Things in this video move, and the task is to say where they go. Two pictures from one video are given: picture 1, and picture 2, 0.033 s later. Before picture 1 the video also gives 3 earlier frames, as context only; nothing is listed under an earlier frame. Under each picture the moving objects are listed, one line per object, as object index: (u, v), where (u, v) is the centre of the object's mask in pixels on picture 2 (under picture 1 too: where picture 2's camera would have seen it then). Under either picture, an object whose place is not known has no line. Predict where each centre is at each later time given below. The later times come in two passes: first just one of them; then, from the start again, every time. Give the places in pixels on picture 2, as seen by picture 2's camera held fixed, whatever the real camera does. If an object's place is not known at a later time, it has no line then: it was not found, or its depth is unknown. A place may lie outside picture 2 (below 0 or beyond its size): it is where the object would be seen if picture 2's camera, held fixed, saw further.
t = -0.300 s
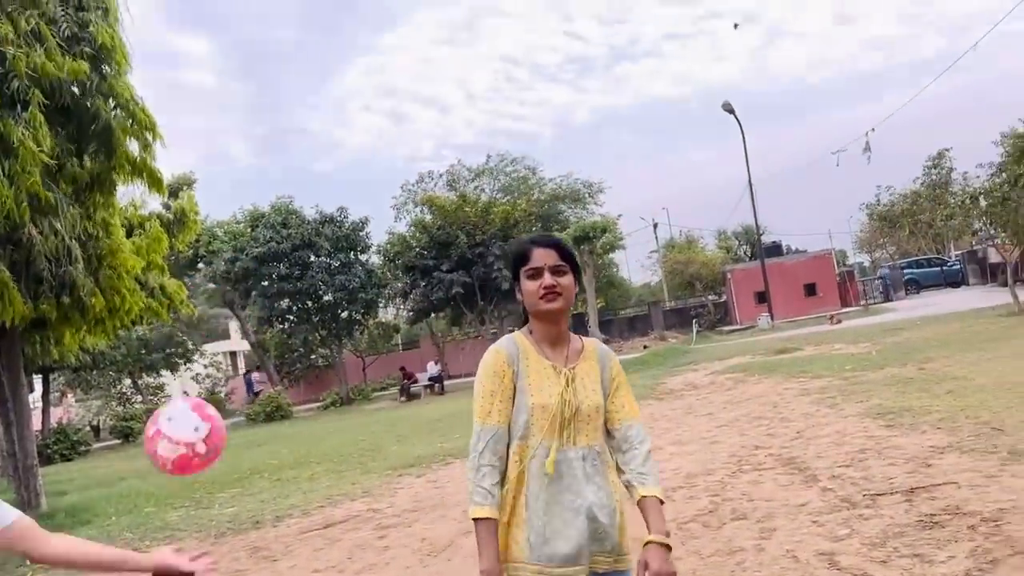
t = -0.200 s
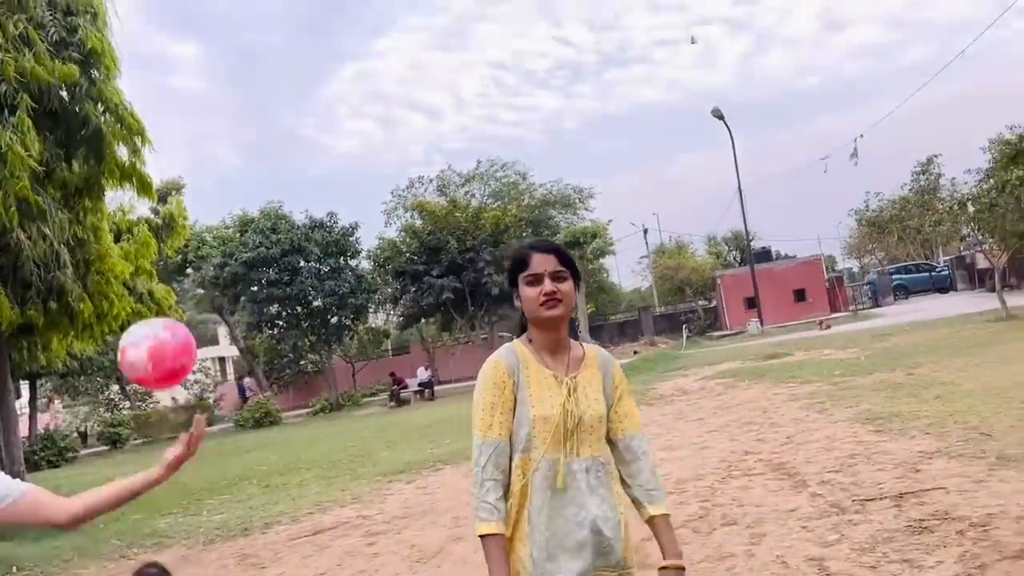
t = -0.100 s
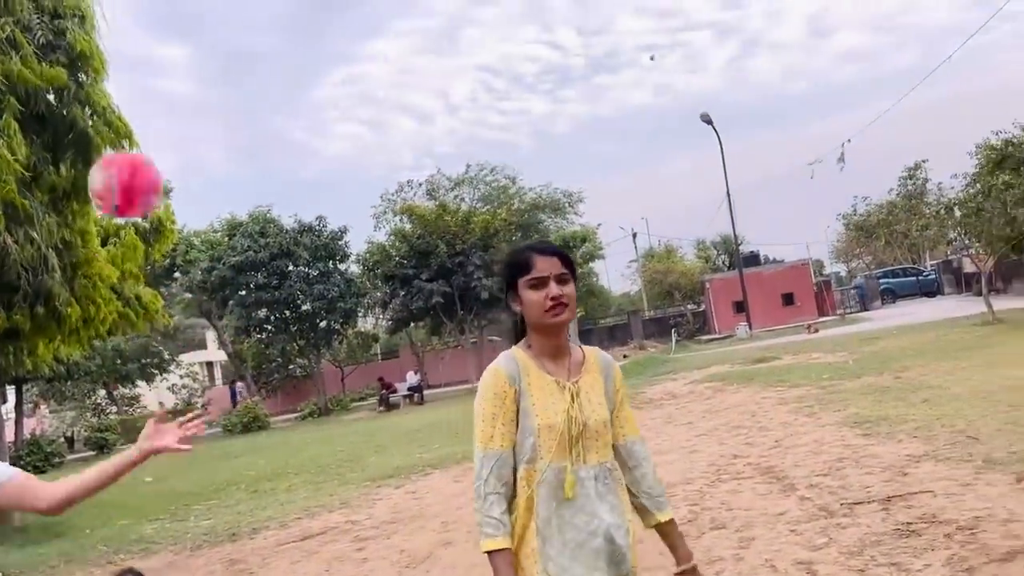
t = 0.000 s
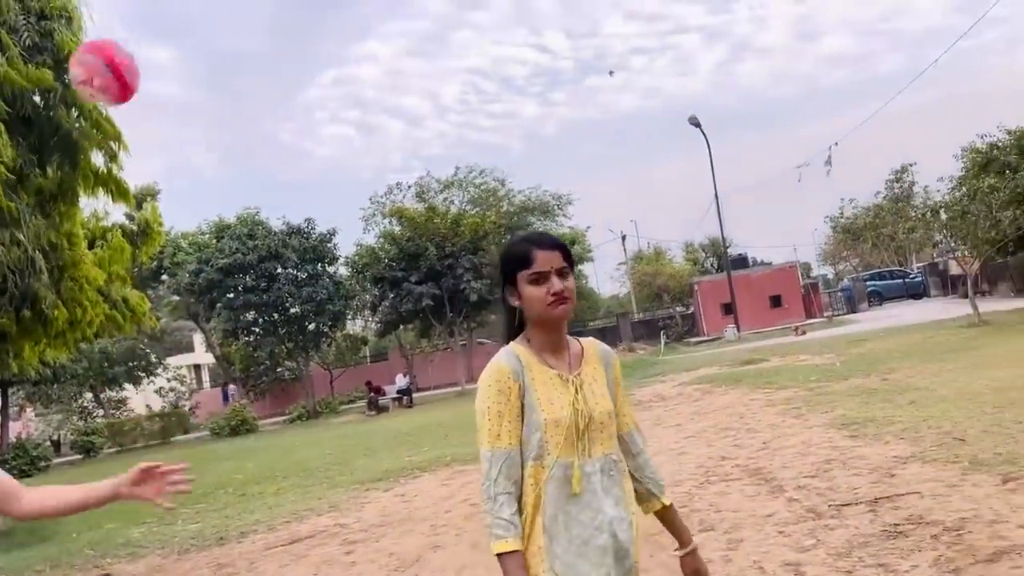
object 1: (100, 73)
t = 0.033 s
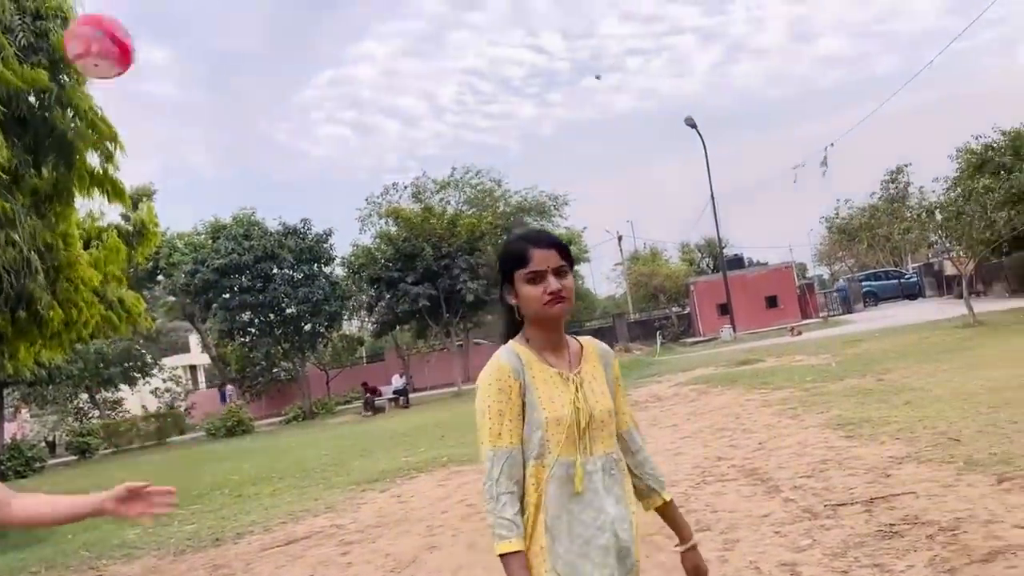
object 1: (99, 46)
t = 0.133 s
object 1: (104, 11)
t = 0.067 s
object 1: (100, 26)
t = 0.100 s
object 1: (102, 17)
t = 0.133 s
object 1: (104, 11)
